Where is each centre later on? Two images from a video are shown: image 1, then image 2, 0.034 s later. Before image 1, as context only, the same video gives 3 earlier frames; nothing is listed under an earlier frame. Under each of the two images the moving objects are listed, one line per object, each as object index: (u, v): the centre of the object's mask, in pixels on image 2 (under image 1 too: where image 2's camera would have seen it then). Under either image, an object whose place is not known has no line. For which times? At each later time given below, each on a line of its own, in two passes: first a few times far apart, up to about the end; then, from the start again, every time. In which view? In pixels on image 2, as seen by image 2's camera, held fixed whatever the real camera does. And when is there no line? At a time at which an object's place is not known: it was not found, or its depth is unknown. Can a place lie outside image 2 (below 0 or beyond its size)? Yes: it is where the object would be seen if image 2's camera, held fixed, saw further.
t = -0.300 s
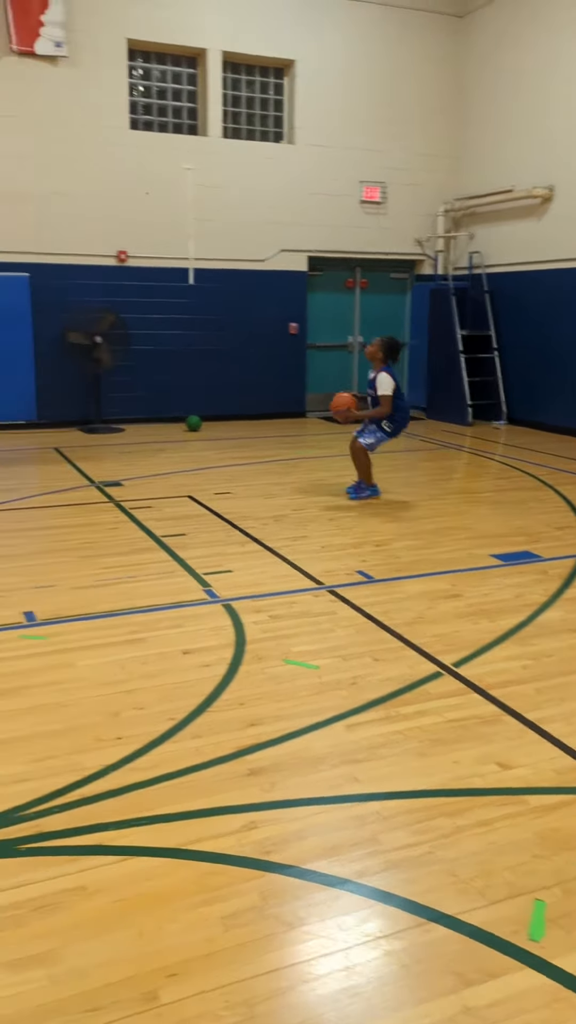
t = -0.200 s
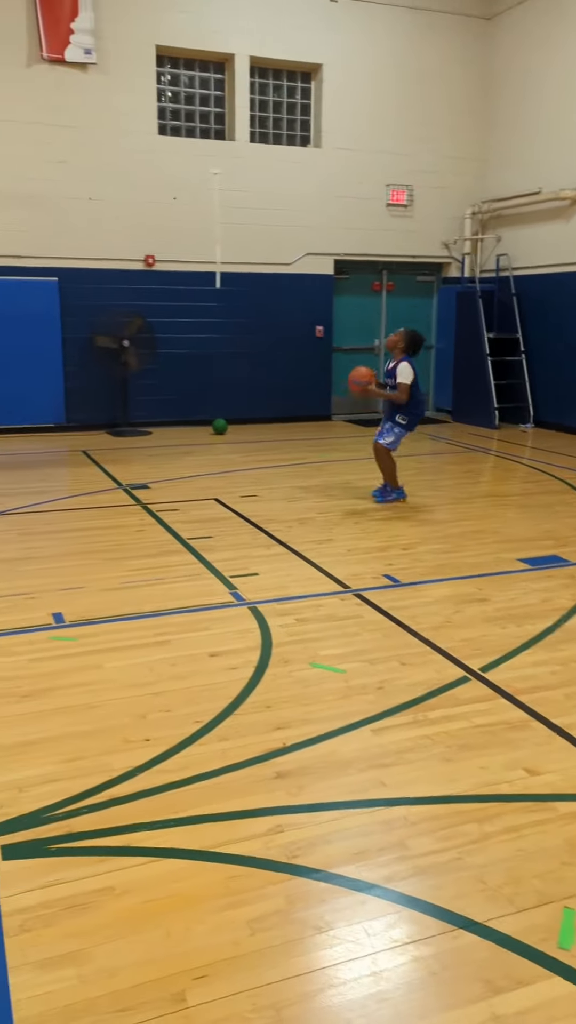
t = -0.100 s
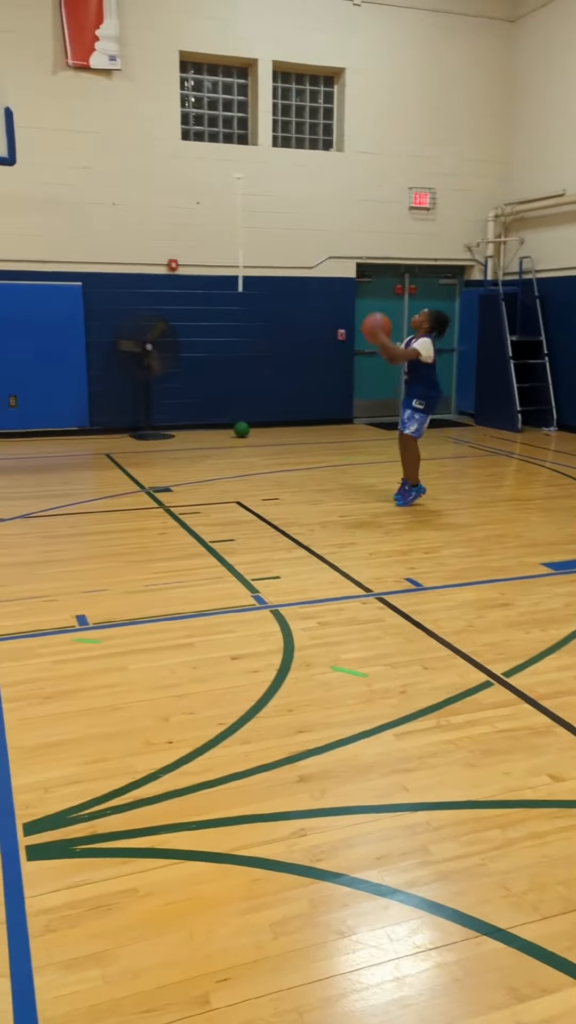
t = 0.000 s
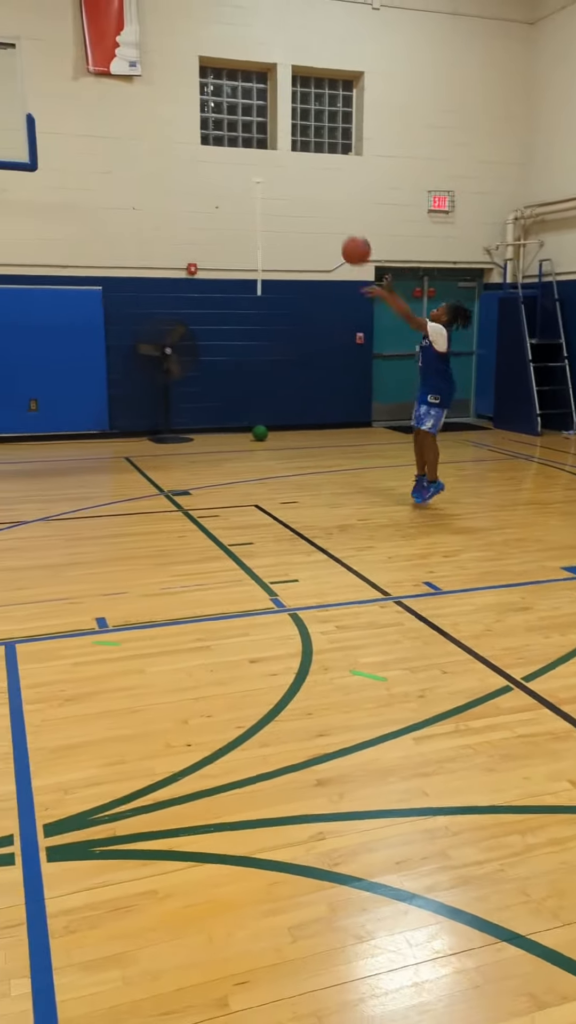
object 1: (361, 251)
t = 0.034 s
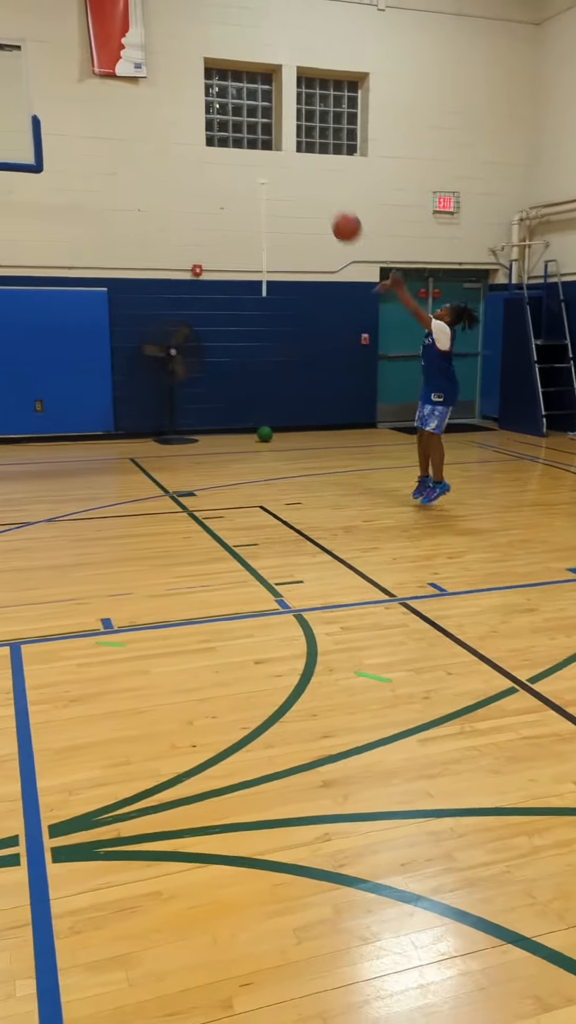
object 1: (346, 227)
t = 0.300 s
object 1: (226, 74)
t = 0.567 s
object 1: (109, 18)
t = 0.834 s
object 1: (0, 55)
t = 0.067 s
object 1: (330, 201)
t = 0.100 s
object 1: (315, 178)
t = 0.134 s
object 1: (301, 158)
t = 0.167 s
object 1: (286, 139)
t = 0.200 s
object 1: (271, 121)
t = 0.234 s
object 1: (257, 104)
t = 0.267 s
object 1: (242, 87)
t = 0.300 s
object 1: (226, 74)
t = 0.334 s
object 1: (211, 62)
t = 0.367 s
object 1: (196, 50)
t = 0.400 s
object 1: (181, 41)
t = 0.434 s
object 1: (166, 33)
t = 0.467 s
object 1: (151, 26)
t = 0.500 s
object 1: (138, 22)
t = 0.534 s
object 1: (123, 20)
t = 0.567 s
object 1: (109, 18)
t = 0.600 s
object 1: (94, 18)
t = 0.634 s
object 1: (80, 18)
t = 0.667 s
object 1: (67, 21)
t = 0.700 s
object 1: (53, 25)
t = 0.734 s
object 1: (40, 31)
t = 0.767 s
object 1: (27, 38)
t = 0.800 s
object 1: (13, 46)
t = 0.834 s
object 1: (0, 55)
